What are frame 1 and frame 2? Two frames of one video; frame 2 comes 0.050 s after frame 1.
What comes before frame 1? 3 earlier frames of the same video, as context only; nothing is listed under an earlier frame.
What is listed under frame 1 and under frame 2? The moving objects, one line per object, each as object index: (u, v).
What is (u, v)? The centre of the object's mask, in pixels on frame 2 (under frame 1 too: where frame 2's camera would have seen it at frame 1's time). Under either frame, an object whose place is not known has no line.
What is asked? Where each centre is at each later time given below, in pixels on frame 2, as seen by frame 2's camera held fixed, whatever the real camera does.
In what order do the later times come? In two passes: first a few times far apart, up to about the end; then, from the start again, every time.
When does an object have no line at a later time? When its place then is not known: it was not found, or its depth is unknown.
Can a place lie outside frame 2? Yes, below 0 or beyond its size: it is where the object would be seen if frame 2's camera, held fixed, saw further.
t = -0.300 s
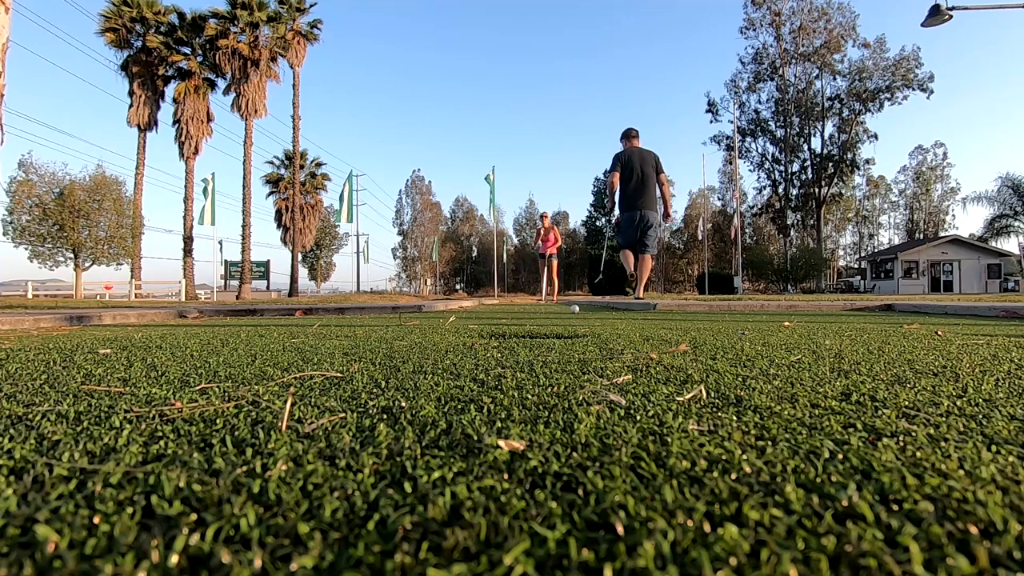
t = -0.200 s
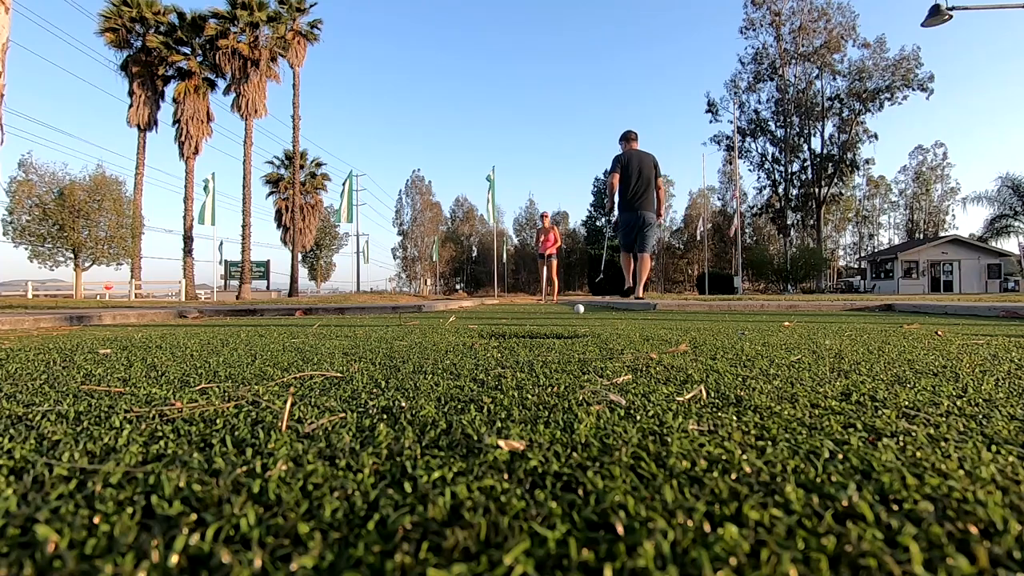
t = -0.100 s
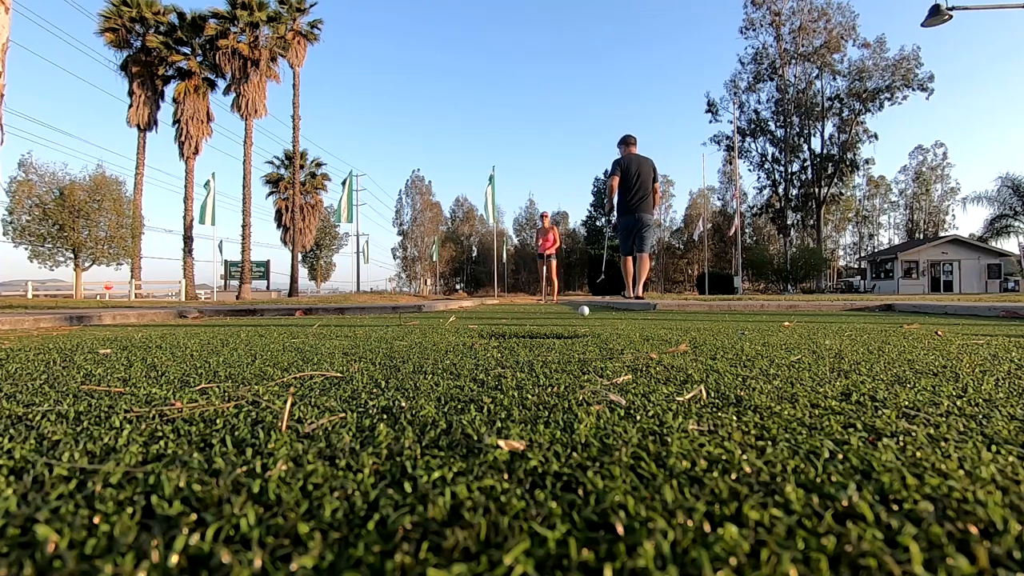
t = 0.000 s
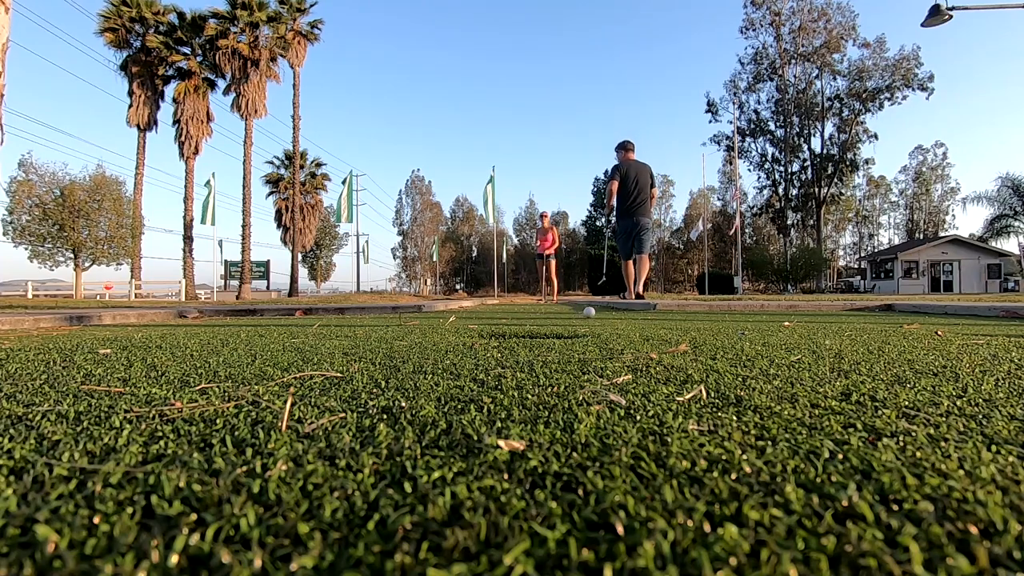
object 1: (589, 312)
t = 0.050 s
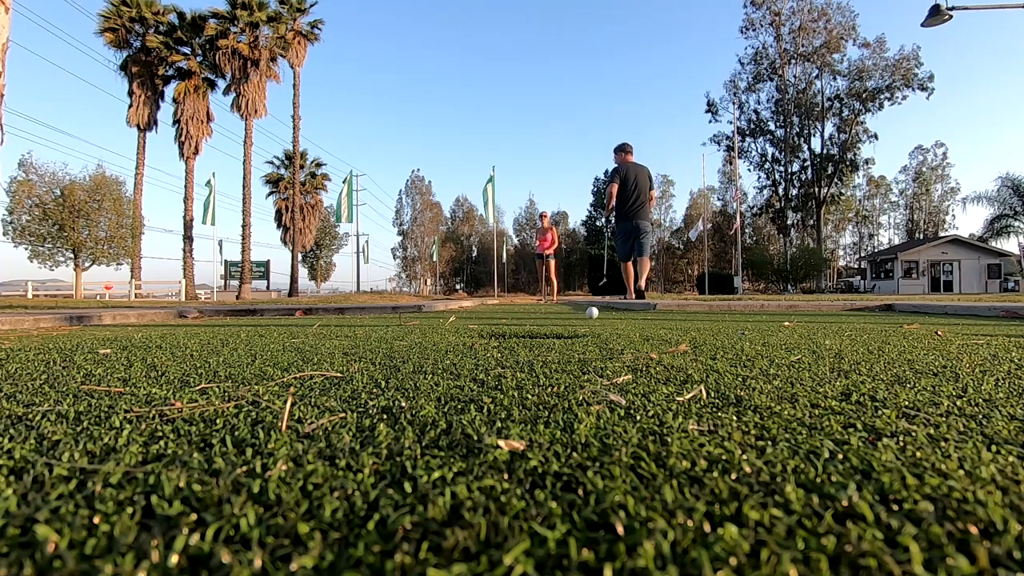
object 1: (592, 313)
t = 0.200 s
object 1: (602, 316)
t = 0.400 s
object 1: (619, 320)
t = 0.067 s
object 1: (593, 313)
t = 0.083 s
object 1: (594, 314)
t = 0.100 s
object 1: (595, 314)
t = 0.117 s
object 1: (597, 314)
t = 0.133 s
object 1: (597, 314)
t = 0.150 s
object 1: (599, 315)
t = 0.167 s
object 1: (600, 315)
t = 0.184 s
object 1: (601, 316)
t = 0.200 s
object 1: (602, 316)
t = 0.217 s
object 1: (603, 316)
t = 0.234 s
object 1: (604, 317)
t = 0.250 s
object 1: (605, 317)
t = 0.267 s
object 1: (606, 318)
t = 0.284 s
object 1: (608, 318)
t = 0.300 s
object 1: (609, 318)
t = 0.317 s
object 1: (610, 318)
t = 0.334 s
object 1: (612, 319)
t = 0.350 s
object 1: (613, 319)
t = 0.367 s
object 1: (615, 319)
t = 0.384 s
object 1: (617, 320)
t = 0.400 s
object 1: (619, 320)
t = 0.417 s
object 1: (621, 320)
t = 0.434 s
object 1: (623, 320)
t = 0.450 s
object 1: (625, 320)
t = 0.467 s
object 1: (627, 320)
